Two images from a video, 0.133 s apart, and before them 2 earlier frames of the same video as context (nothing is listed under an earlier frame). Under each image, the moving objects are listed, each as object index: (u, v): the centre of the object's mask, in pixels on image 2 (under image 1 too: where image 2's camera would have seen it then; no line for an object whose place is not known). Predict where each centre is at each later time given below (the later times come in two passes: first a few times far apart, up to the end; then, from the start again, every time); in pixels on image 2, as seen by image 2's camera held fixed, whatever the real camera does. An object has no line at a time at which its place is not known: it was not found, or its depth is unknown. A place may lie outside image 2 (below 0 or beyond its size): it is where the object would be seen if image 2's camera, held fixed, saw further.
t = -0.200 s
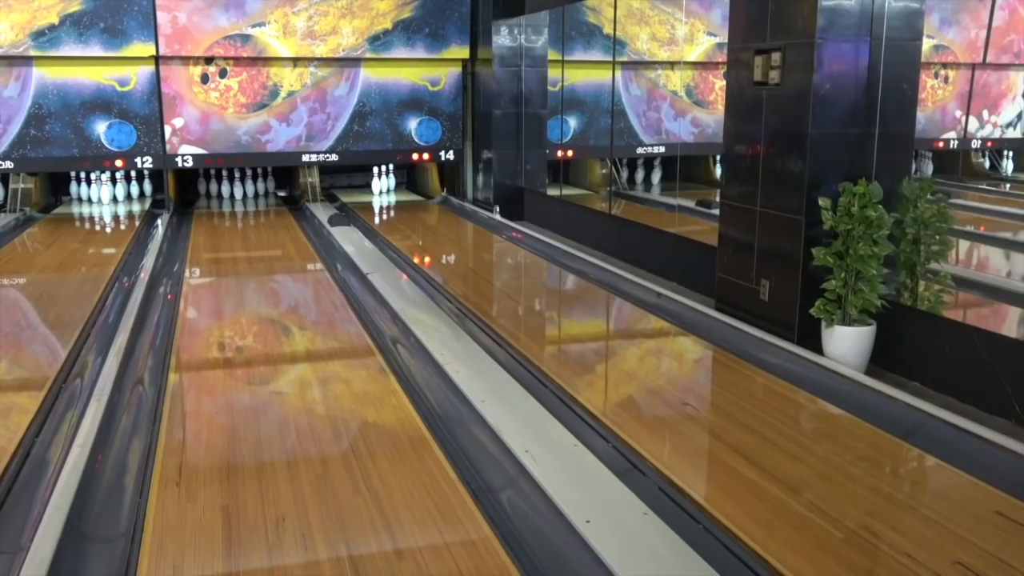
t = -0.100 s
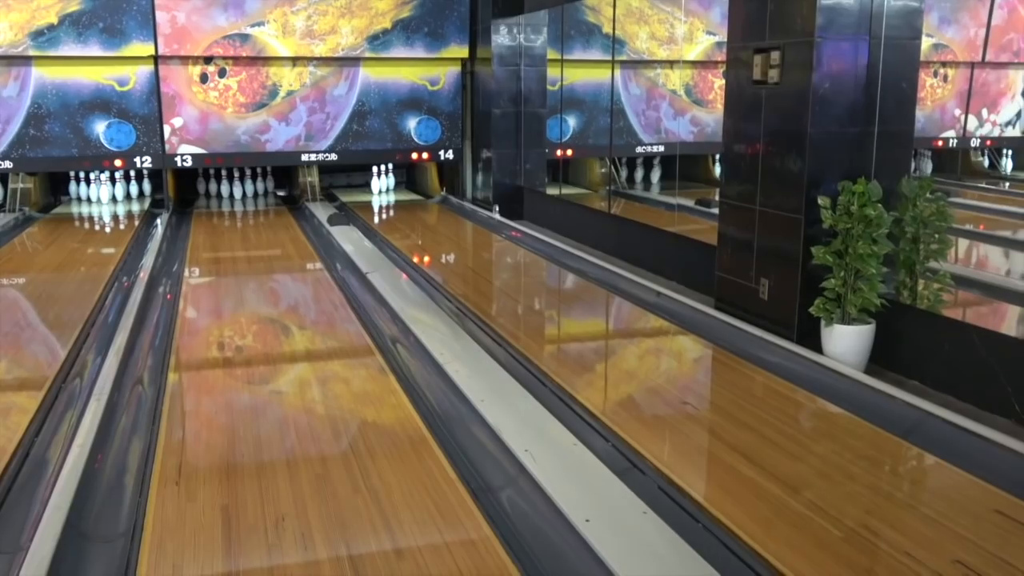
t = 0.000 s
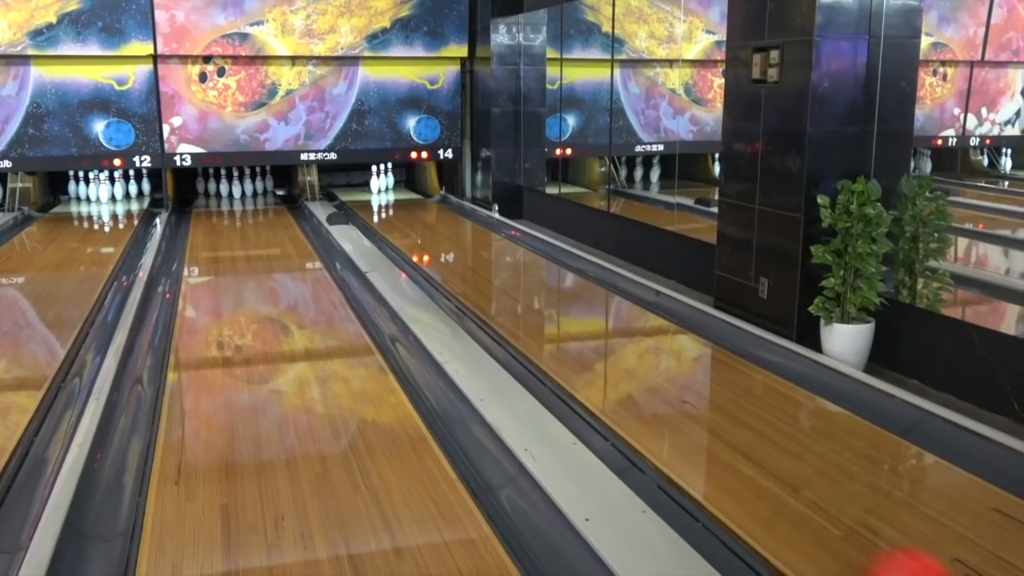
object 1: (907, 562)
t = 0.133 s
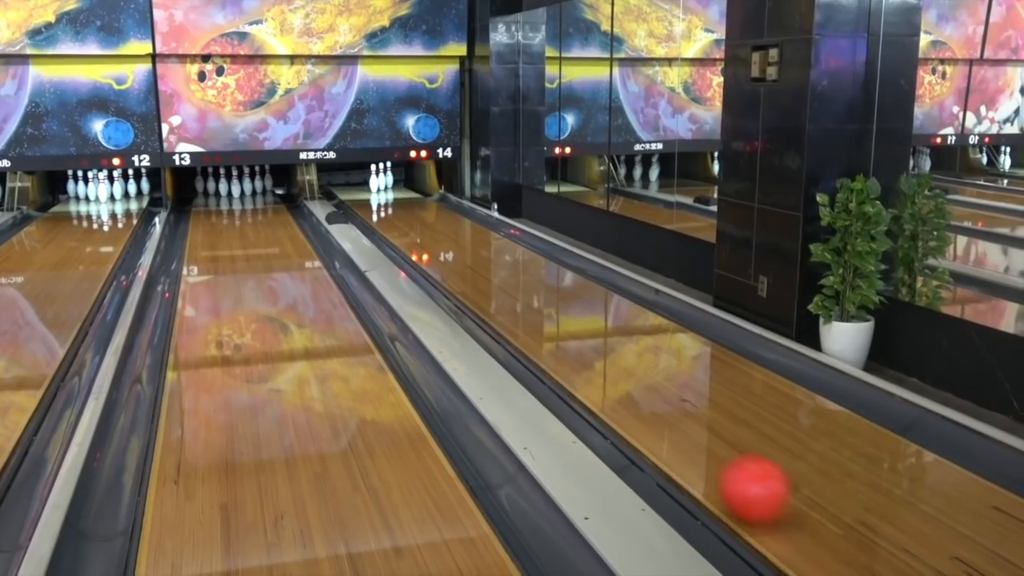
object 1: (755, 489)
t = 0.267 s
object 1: (651, 424)
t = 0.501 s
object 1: (535, 351)
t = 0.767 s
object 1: (460, 306)
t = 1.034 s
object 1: (420, 273)
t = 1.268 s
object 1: (396, 251)
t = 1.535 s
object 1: (375, 233)
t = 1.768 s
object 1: (362, 221)
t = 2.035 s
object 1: (348, 209)
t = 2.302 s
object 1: (337, 200)
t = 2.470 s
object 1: (330, 194)
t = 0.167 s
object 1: (725, 471)
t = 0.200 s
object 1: (698, 454)
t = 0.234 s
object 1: (673, 438)
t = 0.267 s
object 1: (651, 424)
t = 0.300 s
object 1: (631, 411)
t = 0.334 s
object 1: (612, 398)
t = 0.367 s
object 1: (594, 386)
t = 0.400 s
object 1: (577, 375)
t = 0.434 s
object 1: (563, 366)
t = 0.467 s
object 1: (548, 358)
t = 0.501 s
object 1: (535, 351)
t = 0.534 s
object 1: (521, 345)
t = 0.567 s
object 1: (508, 342)
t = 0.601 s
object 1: (495, 337)
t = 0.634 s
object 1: (486, 330)
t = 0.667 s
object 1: (479, 323)
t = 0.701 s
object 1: (474, 317)
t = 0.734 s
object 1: (466, 311)
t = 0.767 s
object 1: (460, 306)
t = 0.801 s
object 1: (453, 301)
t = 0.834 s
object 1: (447, 296)
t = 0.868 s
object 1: (442, 292)
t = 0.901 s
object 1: (438, 288)
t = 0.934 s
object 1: (433, 284)
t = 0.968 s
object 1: (428, 280)
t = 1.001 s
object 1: (424, 276)
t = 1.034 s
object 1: (420, 273)
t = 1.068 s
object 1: (416, 269)
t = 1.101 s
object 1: (413, 266)
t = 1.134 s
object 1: (409, 263)
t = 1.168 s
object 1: (406, 260)
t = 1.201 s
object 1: (402, 257)
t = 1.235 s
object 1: (398, 254)
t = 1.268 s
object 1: (396, 251)
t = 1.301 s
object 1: (392, 249)
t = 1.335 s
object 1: (390, 247)
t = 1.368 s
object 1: (387, 244)
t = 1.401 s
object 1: (385, 242)
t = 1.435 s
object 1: (382, 239)
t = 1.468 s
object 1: (380, 237)
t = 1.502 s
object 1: (378, 235)
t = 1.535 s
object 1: (375, 233)
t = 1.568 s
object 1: (373, 231)
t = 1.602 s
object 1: (371, 230)
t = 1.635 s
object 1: (369, 228)
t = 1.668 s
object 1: (367, 226)
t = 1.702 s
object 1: (365, 224)
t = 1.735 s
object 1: (363, 223)
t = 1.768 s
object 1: (362, 221)
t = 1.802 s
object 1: (360, 220)
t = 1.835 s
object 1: (357, 218)
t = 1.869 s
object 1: (356, 217)
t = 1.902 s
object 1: (354, 215)
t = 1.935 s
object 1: (353, 214)
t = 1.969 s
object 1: (351, 212)
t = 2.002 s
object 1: (349, 211)
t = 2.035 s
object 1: (348, 209)
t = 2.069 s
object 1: (347, 208)
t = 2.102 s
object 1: (345, 207)
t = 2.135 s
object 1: (344, 206)
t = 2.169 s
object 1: (342, 205)
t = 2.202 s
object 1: (341, 203)
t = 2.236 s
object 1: (339, 202)
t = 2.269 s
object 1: (338, 201)
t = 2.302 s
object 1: (337, 200)
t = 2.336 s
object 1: (336, 199)
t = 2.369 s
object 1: (335, 199)
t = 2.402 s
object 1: (334, 198)
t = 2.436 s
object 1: (332, 196)
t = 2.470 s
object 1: (330, 194)
